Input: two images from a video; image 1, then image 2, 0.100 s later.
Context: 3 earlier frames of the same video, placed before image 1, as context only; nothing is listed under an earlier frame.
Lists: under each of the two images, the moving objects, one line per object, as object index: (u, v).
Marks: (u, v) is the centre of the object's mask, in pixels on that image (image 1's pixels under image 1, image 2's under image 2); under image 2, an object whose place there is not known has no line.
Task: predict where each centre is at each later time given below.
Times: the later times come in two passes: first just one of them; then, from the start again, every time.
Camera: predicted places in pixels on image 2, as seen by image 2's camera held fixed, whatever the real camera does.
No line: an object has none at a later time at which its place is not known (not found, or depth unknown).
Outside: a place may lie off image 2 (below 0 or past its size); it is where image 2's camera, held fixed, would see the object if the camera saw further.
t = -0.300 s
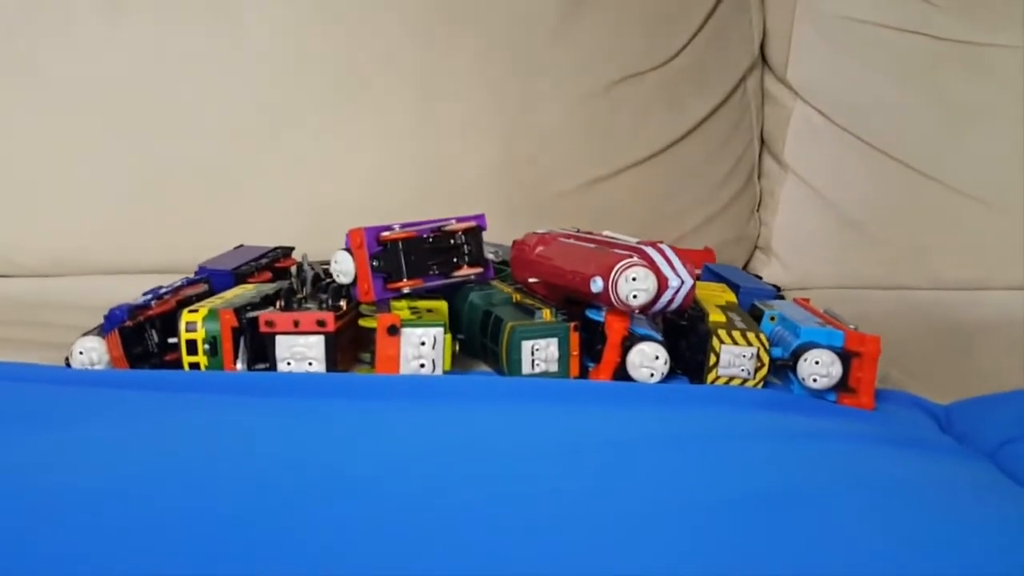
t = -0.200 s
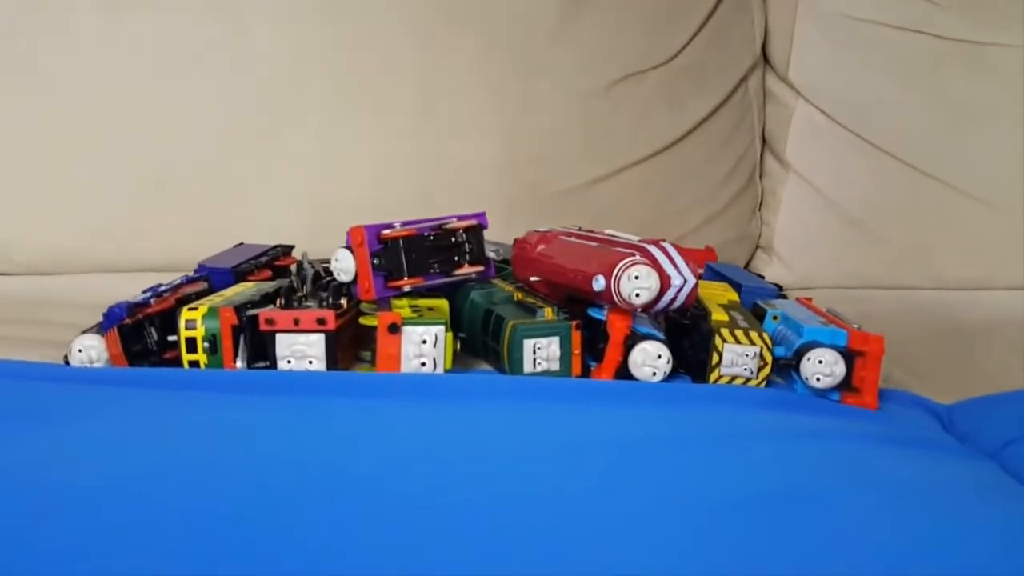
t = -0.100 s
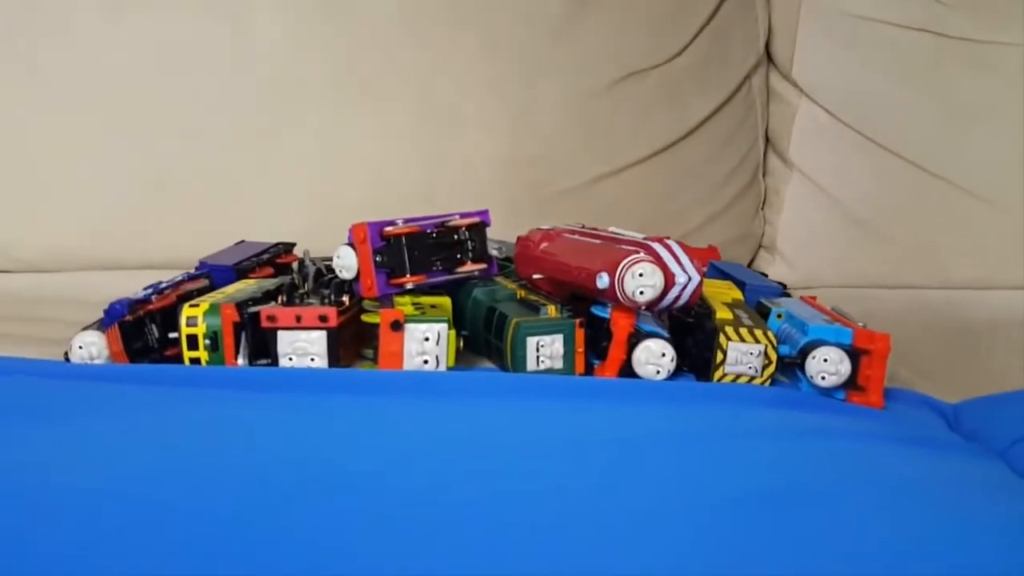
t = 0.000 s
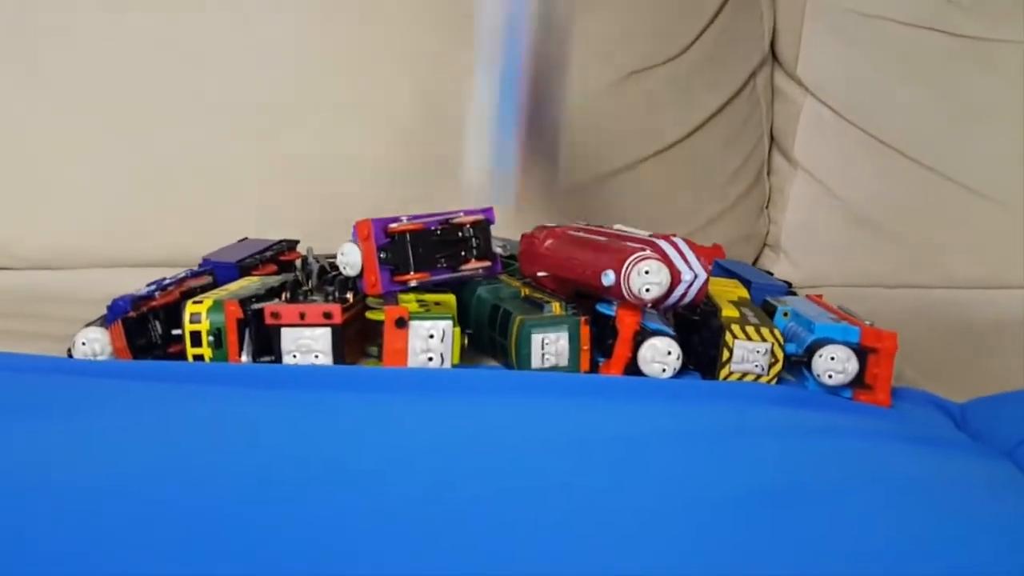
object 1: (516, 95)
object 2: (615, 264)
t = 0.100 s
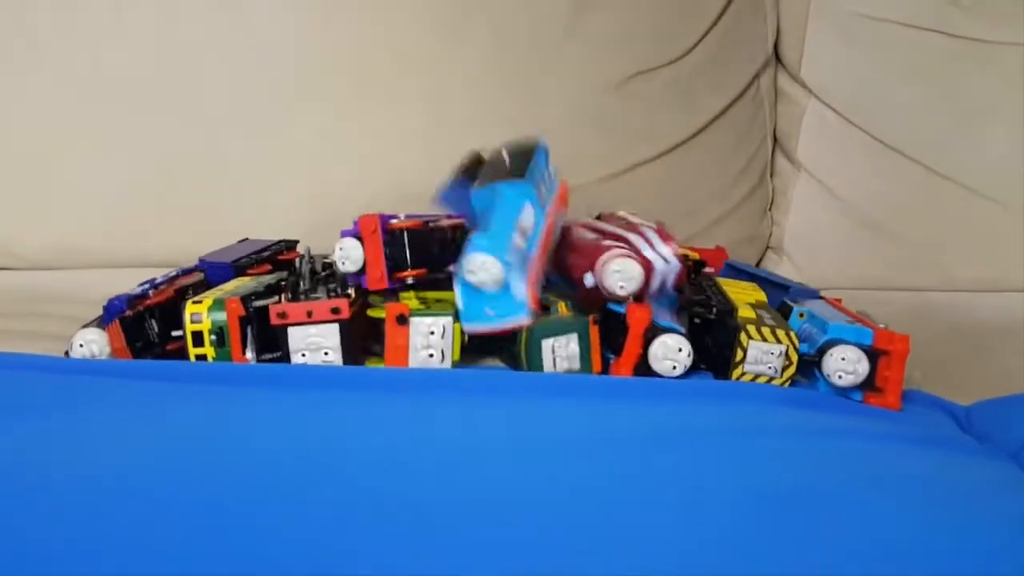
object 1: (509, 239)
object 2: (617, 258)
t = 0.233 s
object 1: (495, 299)
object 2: (598, 257)
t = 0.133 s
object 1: (510, 259)
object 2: (615, 262)
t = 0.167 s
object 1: (510, 277)
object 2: (608, 263)
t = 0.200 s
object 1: (505, 281)
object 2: (602, 257)
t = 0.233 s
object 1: (495, 299)
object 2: (598, 257)
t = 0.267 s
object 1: (485, 300)
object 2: (596, 257)
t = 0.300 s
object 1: (477, 293)
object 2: (594, 259)
